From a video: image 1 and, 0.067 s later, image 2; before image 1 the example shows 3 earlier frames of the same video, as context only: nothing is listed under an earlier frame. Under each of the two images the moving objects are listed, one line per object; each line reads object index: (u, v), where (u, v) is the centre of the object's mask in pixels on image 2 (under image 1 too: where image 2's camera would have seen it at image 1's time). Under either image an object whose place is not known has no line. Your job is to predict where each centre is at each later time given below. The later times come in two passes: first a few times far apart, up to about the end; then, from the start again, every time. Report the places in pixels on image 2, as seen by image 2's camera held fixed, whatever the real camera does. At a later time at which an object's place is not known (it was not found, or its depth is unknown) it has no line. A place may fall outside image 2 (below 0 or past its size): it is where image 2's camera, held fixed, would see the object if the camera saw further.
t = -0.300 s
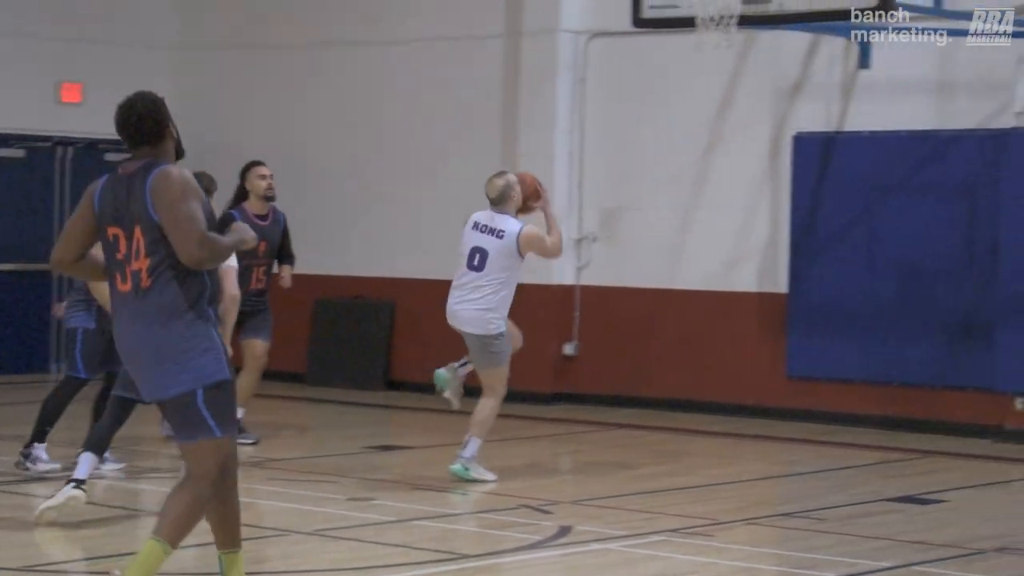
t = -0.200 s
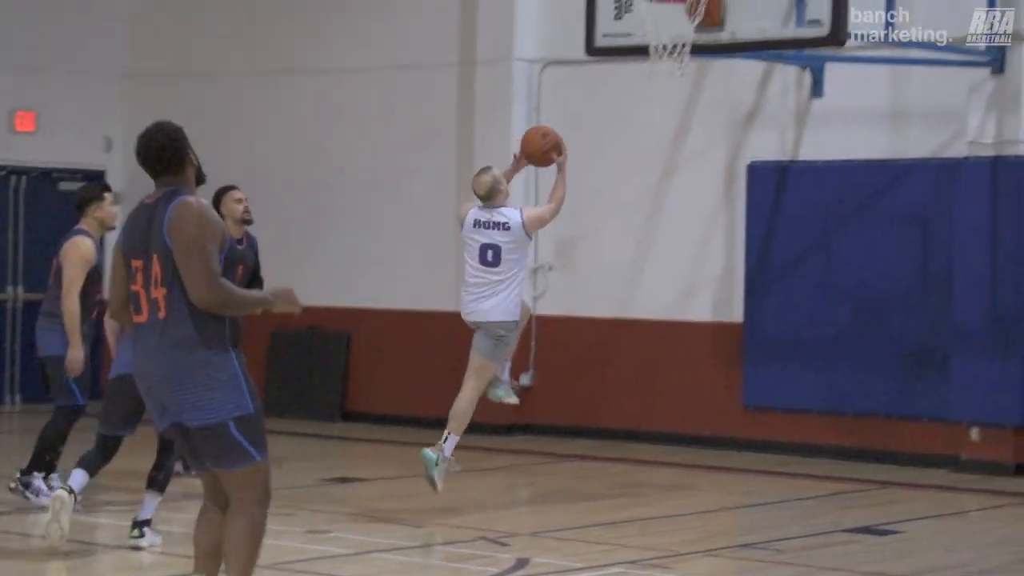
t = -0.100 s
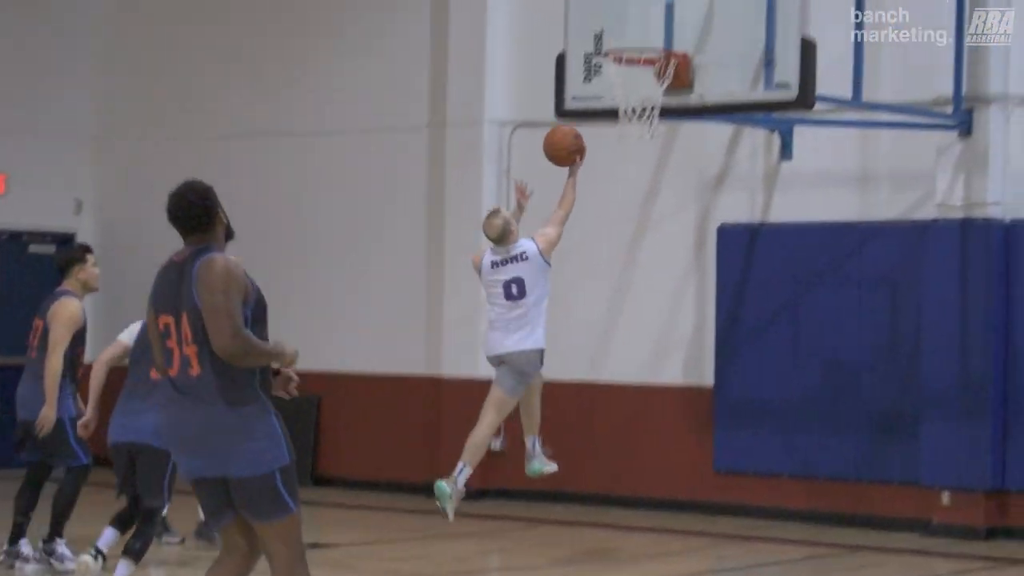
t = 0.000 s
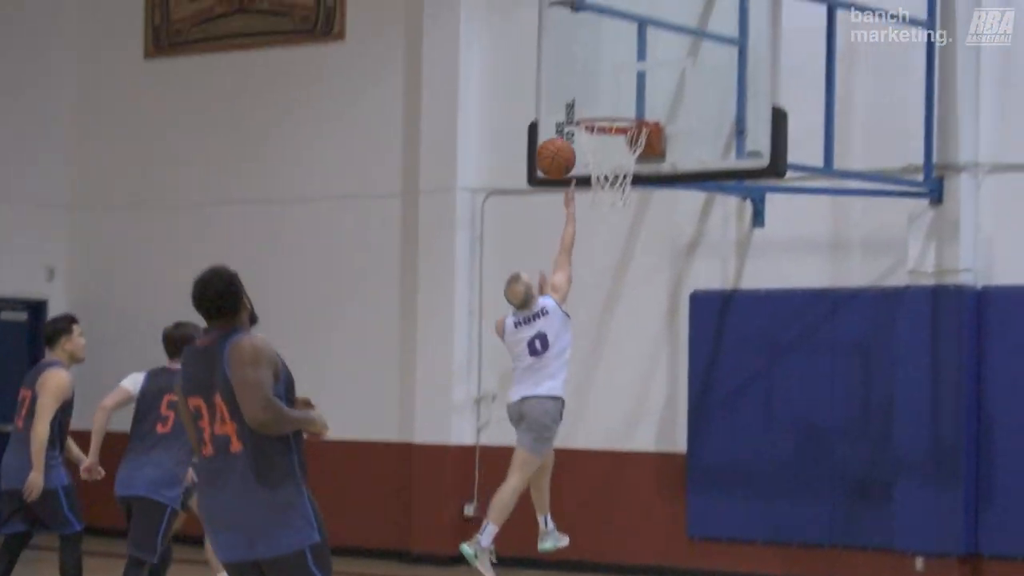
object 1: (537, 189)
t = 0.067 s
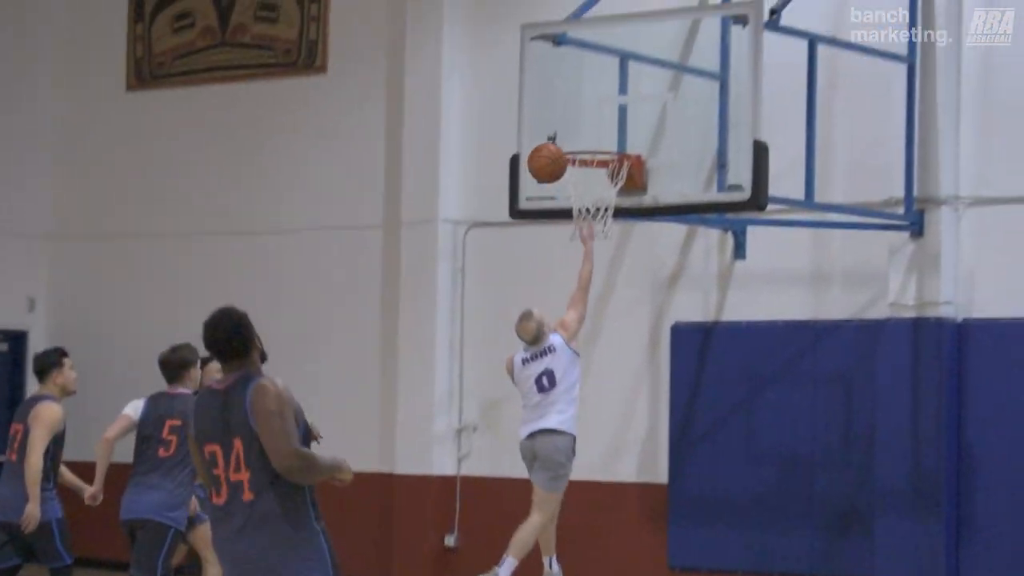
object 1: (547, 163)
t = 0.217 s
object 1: (569, 131)
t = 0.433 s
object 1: (597, 149)
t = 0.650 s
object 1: (587, 184)
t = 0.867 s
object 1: (576, 217)
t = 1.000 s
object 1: (571, 265)
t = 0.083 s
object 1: (550, 158)
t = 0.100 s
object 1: (552, 153)
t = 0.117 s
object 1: (555, 148)
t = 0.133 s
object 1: (557, 144)
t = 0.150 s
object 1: (559, 141)
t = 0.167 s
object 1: (562, 138)
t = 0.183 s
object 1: (564, 135)
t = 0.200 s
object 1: (566, 133)
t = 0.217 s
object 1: (569, 131)
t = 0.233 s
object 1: (571, 130)
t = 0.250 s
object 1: (573, 129)
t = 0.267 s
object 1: (576, 129)
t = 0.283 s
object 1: (578, 129)
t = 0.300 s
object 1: (580, 129)
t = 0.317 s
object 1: (582, 130)
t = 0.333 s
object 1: (584, 132)
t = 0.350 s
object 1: (587, 133)
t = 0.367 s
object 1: (589, 135)
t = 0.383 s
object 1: (591, 137)
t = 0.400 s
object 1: (593, 141)
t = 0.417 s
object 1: (595, 147)
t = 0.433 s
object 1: (597, 149)
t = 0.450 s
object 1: (598, 152)
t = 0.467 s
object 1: (599, 156)
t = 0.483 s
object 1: (599, 158)
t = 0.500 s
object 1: (599, 159)
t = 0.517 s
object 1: (598, 160)
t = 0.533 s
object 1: (595, 161)
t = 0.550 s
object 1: (594, 163)
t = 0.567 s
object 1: (593, 166)
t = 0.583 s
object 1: (593, 169)
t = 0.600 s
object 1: (591, 174)
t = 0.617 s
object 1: (590, 176)
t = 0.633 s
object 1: (589, 180)
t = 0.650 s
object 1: (587, 184)
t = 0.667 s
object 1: (586, 187)
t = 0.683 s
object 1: (584, 189)
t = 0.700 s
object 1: (583, 190)
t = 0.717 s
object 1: (582, 191)
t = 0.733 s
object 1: (582, 195)
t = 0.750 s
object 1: (581, 196)
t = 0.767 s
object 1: (580, 198)
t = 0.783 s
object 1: (579, 200)
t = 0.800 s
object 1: (578, 202)
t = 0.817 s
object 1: (578, 205)
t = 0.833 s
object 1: (577, 209)
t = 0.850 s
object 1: (576, 213)
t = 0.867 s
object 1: (576, 217)
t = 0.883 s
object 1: (577, 228)
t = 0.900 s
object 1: (575, 233)
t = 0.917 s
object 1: (575, 237)
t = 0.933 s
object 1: (574, 241)
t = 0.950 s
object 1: (573, 246)
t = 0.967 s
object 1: (572, 251)
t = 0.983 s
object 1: (572, 258)
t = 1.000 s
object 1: (571, 265)
